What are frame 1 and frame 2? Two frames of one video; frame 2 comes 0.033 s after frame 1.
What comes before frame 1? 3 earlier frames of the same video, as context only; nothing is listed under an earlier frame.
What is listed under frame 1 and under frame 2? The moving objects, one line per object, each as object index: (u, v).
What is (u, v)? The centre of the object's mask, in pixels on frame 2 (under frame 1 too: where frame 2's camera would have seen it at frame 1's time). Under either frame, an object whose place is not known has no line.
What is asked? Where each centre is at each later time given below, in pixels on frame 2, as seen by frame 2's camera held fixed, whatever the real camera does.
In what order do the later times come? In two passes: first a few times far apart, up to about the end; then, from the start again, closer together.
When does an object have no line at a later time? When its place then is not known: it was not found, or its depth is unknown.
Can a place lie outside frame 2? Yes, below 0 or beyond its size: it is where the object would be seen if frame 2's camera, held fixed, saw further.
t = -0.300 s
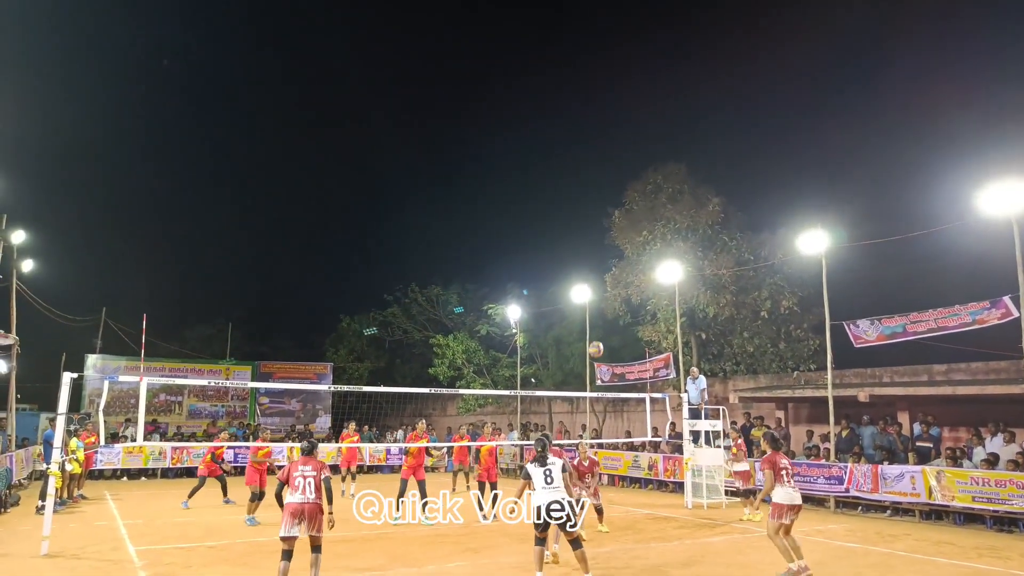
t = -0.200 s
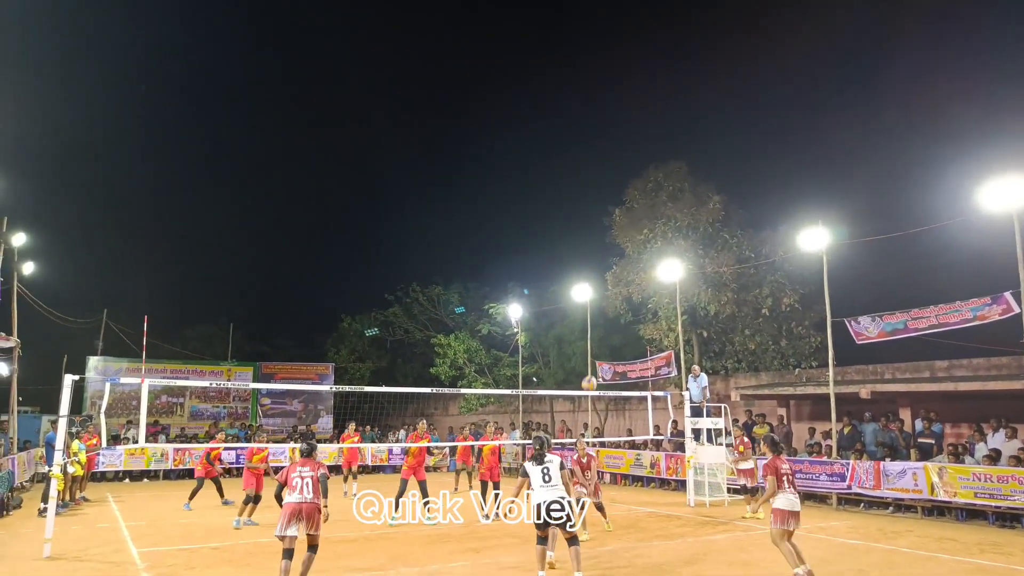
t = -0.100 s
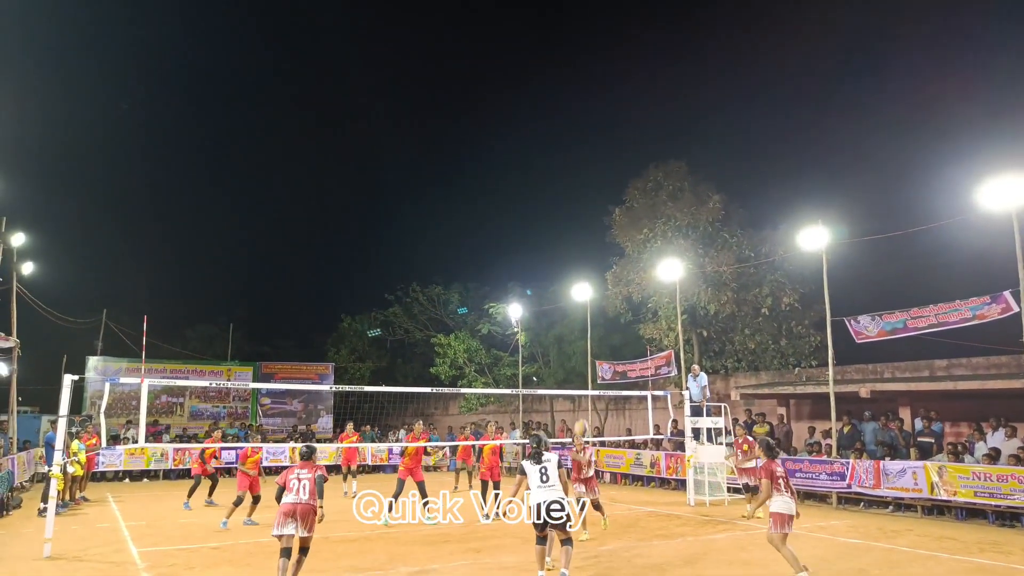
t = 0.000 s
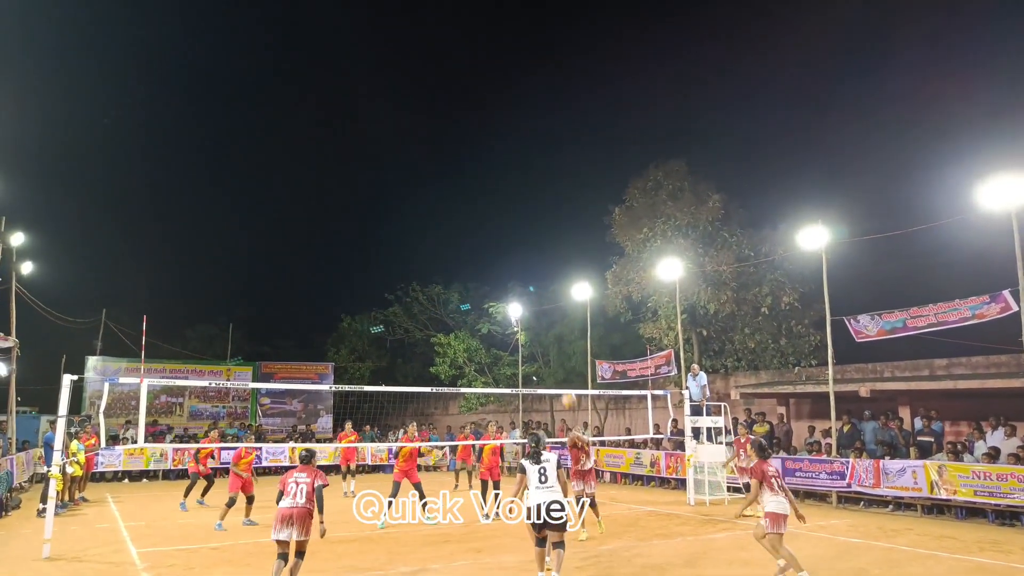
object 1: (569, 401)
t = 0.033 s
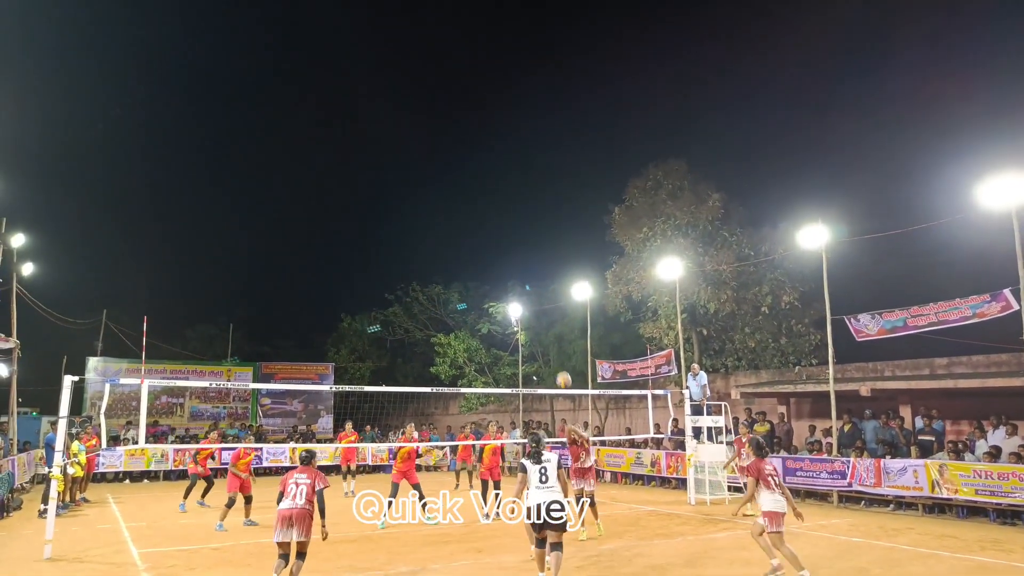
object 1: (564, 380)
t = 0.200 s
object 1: (538, 299)
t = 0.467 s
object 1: (503, 215)
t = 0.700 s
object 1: (476, 182)
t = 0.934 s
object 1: (448, 185)
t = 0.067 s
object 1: (559, 362)
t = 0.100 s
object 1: (554, 346)
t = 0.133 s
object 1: (548, 329)
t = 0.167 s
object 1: (543, 314)
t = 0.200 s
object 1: (538, 299)
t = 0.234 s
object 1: (533, 286)
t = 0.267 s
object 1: (528, 273)
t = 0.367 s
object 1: (514, 241)
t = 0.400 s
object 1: (510, 231)
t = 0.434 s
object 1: (506, 223)
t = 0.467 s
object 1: (503, 215)
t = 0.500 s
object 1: (499, 209)
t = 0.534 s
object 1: (495, 202)
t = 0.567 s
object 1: (491, 198)
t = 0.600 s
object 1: (487, 193)
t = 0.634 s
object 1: (483, 188)
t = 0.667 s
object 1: (480, 185)
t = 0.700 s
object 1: (476, 182)
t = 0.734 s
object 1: (472, 181)
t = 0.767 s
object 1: (468, 180)
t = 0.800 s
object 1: (464, 179)
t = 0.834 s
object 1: (460, 180)
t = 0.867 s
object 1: (456, 181)
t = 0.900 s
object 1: (452, 183)
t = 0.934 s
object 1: (448, 185)
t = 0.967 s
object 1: (444, 188)
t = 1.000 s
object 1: (440, 192)
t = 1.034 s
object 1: (437, 197)
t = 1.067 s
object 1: (433, 202)
